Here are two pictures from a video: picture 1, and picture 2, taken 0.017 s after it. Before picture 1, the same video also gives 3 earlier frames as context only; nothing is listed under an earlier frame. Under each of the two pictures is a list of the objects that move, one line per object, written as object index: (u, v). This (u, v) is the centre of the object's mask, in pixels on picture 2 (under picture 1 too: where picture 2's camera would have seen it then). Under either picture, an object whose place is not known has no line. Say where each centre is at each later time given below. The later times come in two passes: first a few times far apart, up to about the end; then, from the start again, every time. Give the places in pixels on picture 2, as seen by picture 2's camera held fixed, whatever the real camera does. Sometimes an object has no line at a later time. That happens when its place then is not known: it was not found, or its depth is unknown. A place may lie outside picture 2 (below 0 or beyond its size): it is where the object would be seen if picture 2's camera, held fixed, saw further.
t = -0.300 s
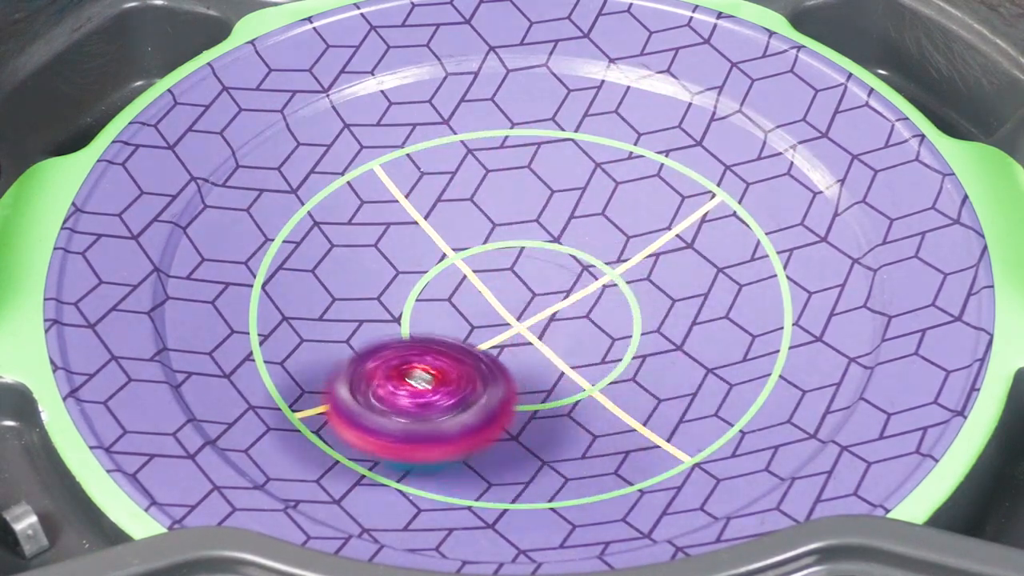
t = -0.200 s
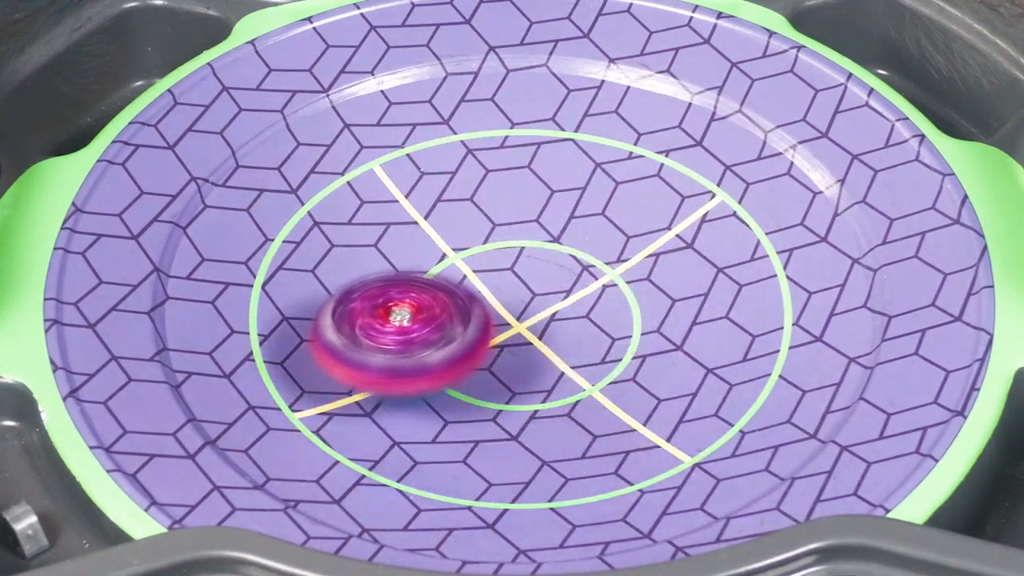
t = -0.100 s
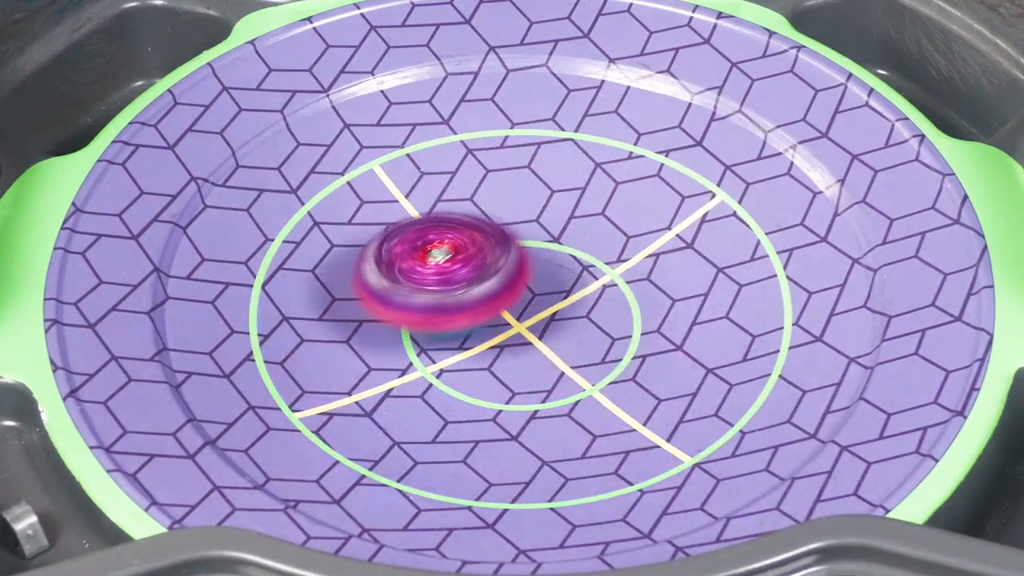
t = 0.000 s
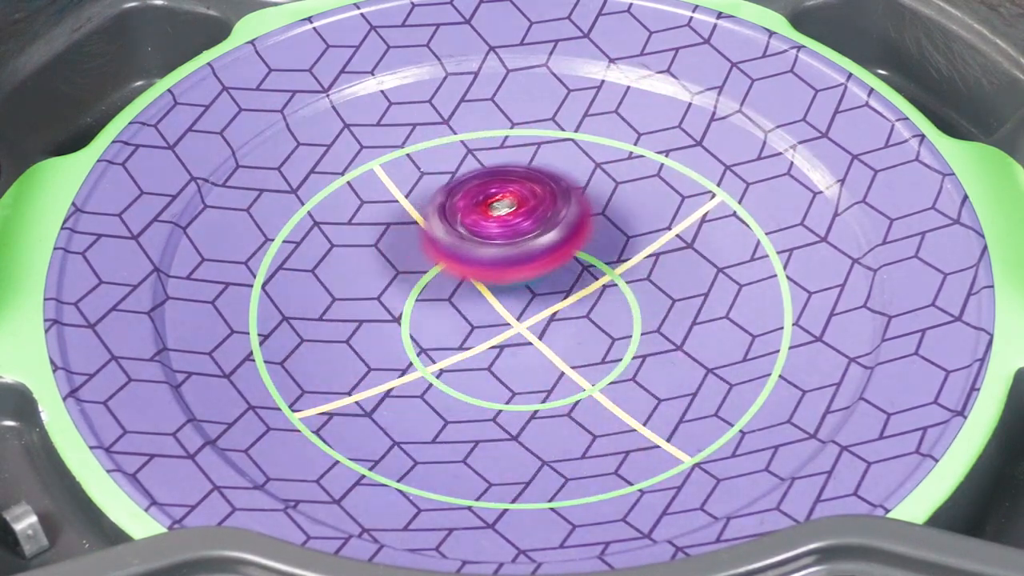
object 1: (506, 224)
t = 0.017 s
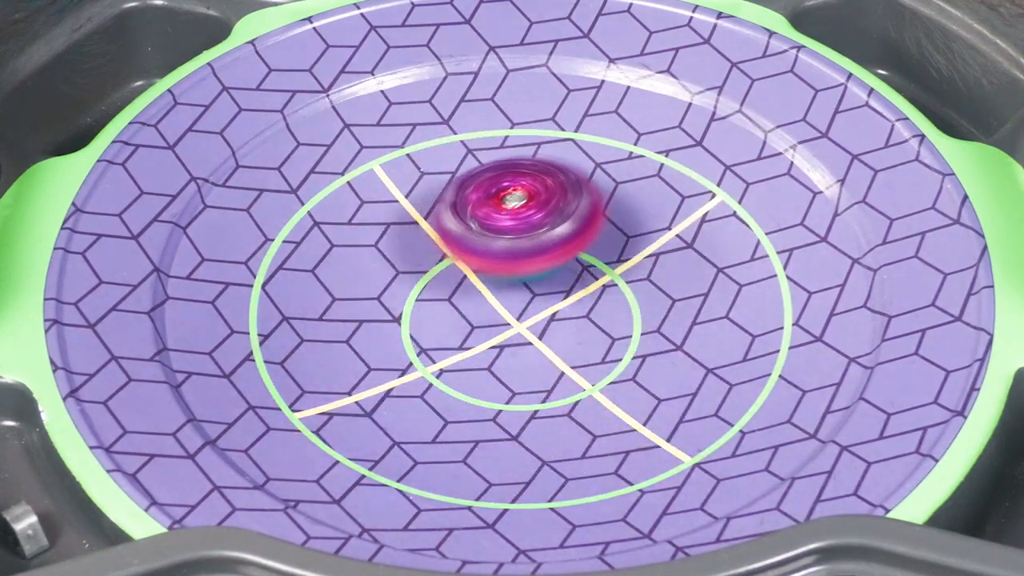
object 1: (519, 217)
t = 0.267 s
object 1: (708, 180)
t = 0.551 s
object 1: (604, 310)
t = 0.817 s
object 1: (388, 237)
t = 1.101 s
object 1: (446, 125)
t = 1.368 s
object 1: (567, 269)
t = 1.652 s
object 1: (464, 399)
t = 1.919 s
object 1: (394, 297)
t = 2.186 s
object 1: (583, 215)
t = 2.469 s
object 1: (724, 269)
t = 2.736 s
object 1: (515, 300)
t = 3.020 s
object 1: (397, 177)
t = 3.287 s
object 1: (526, 169)
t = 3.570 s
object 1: (540, 324)
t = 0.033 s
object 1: (531, 211)
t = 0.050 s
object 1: (543, 204)
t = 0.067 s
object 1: (556, 199)
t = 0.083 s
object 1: (569, 194)
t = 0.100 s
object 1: (582, 189)
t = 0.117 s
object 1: (595, 185)
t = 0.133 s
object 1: (608, 181)
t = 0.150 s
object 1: (621, 177)
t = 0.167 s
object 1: (634, 175)
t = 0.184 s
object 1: (647, 174)
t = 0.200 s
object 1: (661, 173)
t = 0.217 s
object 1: (673, 173)
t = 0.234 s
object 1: (685, 174)
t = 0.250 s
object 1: (697, 176)
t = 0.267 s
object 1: (708, 180)
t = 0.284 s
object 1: (721, 184)
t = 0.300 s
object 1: (729, 191)
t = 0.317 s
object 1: (735, 199)
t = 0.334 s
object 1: (739, 208)
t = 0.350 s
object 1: (742, 219)
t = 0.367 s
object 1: (742, 229)
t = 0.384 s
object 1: (738, 241)
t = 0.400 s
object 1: (733, 252)
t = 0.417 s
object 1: (724, 263)
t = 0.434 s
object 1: (714, 273)
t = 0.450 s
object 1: (698, 283)
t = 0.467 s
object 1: (686, 290)
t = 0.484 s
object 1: (670, 297)
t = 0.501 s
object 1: (654, 302)
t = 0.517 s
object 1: (638, 306)
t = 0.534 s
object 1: (621, 308)
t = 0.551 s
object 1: (604, 310)
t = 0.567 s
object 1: (587, 310)
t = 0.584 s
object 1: (571, 310)
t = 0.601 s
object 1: (553, 309)
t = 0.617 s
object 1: (537, 307)
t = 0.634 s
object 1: (521, 304)
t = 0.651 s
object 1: (506, 301)
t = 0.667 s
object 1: (492, 296)
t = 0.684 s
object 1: (478, 291)
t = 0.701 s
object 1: (465, 286)
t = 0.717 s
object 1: (451, 280)
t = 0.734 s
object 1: (439, 274)
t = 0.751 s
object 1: (427, 268)
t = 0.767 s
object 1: (416, 260)
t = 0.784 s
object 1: (405, 253)
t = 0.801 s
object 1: (396, 245)
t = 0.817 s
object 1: (388, 237)
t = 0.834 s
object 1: (381, 228)
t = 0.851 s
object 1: (373, 220)
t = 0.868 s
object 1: (368, 210)
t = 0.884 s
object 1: (364, 202)
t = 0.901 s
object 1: (361, 192)
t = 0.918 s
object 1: (359, 183)
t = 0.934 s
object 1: (359, 174)
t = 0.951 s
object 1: (360, 165)
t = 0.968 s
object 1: (363, 156)
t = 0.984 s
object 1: (368, 148)
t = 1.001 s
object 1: (375, 141)
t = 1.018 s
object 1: (384, 135)
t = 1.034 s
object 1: (394, 129)
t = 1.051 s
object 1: (405, 126)
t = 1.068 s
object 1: (418, 124)
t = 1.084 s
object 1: (431, 123)
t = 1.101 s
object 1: (446, 125)
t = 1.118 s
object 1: (461, 129)
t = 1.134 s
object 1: (473, 134)
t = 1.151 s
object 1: (486, 140)
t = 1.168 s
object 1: (498, 148)
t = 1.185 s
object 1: (509, 156)
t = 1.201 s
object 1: (519, 165)
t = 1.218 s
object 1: (529, 175)
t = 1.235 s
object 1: (536, 185)
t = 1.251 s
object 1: (543, 196)
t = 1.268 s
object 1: (549, 206)
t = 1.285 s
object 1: (554, 216)
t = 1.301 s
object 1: (557, 226)
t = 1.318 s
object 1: (562, 237)
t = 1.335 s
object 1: (564, 248)
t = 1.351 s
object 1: (567, 258)
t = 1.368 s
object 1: (567, 269)
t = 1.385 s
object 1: (568, 279)
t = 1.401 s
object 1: (567, 289)
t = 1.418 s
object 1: (566, 299)
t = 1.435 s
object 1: (564, 309)
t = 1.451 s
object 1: (561, 319)
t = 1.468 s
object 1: (557, 328)
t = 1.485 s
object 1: (553, 337)
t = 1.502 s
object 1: (548, 345)
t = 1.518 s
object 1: (543, 354)
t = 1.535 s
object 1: (535, 361)
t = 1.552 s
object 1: (528, 369)
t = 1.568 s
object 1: (519, 376)
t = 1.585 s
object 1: (510, 383)
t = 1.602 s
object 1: (500, 388)
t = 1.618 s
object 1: (489, 393)
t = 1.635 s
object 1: (477, 397)
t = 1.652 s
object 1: (464, 399)
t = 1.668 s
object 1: (451, 400)
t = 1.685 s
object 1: (439, 400)
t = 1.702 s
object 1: (426, 399)
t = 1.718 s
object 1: (414, 396)
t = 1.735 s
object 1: (402, 392)
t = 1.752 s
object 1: (392, 386)
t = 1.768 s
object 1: (383, 379)
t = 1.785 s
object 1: (377, 371)
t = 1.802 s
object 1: (373, 362)
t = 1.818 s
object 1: (369, 353)
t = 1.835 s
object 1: (369, 343)
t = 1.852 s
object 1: (371, 333)
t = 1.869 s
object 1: (374, 324)
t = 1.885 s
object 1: (380, 314)
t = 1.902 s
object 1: (386, 305)
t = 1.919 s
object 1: (394, 297)
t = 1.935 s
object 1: (402, 289)
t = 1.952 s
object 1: (412, 281)
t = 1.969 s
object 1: (423, 274)
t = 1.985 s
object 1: (434, 267)
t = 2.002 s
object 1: (445, 261)
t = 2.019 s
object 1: (458, 255)
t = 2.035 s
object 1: (469, 249)
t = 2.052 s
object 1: (482, 244)
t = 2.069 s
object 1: (494, 240)
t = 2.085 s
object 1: (507, 235)
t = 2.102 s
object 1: (520, 231)
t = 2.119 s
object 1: (532, 227)
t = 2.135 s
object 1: (544, 224)
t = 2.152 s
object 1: (557, 221)
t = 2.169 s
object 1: (570, 218)
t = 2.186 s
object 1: (583, 215)
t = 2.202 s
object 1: (596, 213)
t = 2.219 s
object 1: (608, 211)
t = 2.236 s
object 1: (621, 210)
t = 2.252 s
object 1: (633, 209)
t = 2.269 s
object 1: (646, 209)
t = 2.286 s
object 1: (658, 209)
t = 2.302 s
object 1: (670, 210)
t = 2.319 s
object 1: (681, 213)
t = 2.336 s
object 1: (691, 215)
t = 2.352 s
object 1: (701, 219)
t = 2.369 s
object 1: (710, 224)
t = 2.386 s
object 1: (717, 230)
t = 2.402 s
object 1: (722, 237)
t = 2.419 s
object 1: (727, 244)
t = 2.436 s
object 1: (728, 252)
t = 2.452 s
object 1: (727, 261)
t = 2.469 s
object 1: (724, 269)
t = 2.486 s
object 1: (718, 279)
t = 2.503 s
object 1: (710, 286)
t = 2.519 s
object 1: (698, 295)
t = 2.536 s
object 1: (688, 301)
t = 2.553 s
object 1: (674, 307)
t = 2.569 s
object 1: (660, 312)
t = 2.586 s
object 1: (645, 315)
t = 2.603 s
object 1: (631, 317)
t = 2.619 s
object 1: (615, 317)
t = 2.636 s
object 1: (599, 317)
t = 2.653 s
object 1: (584, 316)
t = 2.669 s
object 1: (569, 314)
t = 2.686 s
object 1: (555, 311)
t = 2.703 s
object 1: (540, 309)
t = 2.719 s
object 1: (528, 304)
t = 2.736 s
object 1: (515, 300)
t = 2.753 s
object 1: (504, 296)
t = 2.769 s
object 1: (492, 290)
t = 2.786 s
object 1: (481, 285)
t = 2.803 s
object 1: (469, 278)
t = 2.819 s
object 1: (459, 272)
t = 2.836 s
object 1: (450, 265)
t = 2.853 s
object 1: (441, 259)
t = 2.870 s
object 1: (433, 251)
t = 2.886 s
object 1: (426, 244)
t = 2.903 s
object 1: (419, 235)
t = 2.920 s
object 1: (413, 228)
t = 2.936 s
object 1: (408, 220)
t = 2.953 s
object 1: (404, 211)
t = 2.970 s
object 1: (399, 203)
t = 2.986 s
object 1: (397, 194)
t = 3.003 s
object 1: (396, 186)
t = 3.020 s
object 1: (397, 177)
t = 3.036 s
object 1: (398, 169)
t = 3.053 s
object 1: (401, 162)
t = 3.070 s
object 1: (405, 154)
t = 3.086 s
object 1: (409, 148)
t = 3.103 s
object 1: (416, 142)
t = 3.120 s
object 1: (424, 138)
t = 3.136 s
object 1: (434, 134)
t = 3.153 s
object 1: (443, 133)
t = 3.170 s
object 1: (454, 132)
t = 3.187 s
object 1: (466, 134)
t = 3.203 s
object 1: (477, 136)
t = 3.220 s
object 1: (488, 141)
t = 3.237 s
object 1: (498, 146)
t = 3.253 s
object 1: (509, 153)
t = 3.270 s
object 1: (517, 160)
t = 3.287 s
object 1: (526, 169)
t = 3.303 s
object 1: (533, 177)
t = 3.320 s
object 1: (540, 187)
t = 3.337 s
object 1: (546, 196)
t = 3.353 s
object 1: (550, 205)
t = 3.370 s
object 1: (553, 216)
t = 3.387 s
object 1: (555, 225)
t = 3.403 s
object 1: (557, 235)
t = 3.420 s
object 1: (558, 244)
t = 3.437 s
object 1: (559, 253)
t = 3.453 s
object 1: (559, 262)
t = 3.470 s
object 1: (557, 272)
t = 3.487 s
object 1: (556, 281)
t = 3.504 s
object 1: (553, 290)
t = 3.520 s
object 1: (551, 299)
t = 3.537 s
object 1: (547, 307)
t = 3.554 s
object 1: (544, 315)
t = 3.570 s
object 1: (540, 324)
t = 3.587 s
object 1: (534, 332)
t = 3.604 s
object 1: (528, 339)
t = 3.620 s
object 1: (521, 346)
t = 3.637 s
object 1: (514, 352)
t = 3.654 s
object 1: (505, 358)
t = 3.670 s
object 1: (497, 364)
